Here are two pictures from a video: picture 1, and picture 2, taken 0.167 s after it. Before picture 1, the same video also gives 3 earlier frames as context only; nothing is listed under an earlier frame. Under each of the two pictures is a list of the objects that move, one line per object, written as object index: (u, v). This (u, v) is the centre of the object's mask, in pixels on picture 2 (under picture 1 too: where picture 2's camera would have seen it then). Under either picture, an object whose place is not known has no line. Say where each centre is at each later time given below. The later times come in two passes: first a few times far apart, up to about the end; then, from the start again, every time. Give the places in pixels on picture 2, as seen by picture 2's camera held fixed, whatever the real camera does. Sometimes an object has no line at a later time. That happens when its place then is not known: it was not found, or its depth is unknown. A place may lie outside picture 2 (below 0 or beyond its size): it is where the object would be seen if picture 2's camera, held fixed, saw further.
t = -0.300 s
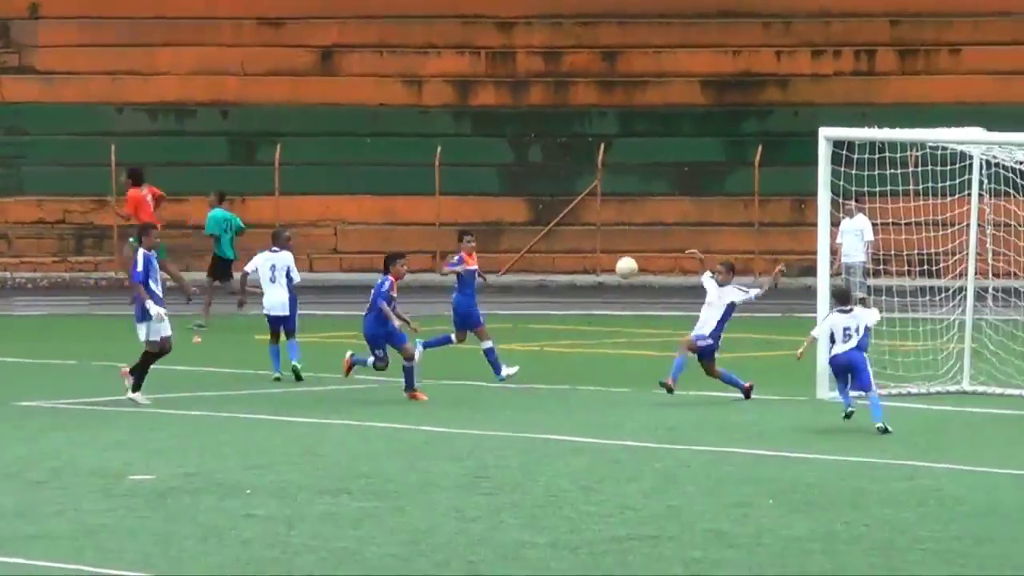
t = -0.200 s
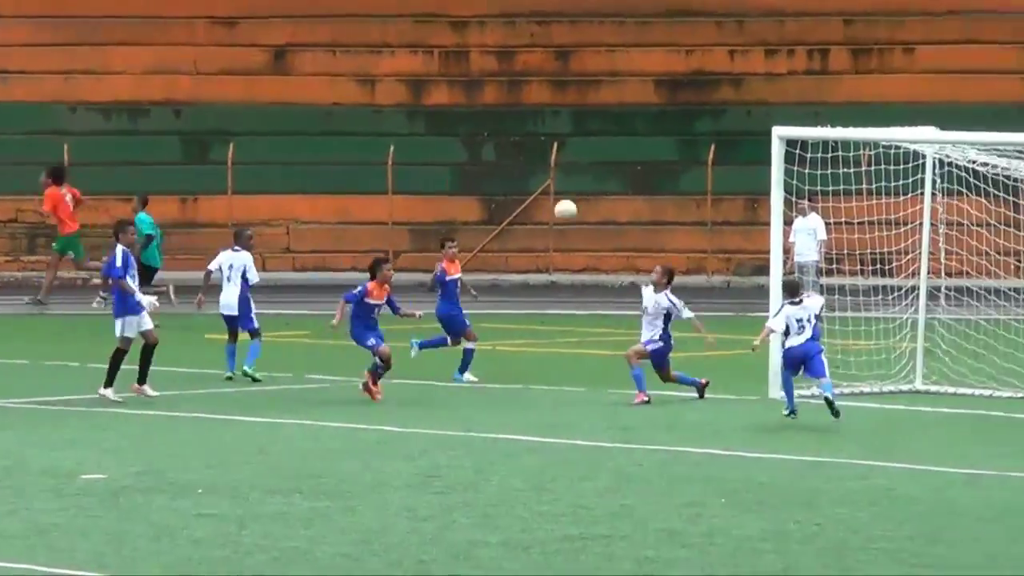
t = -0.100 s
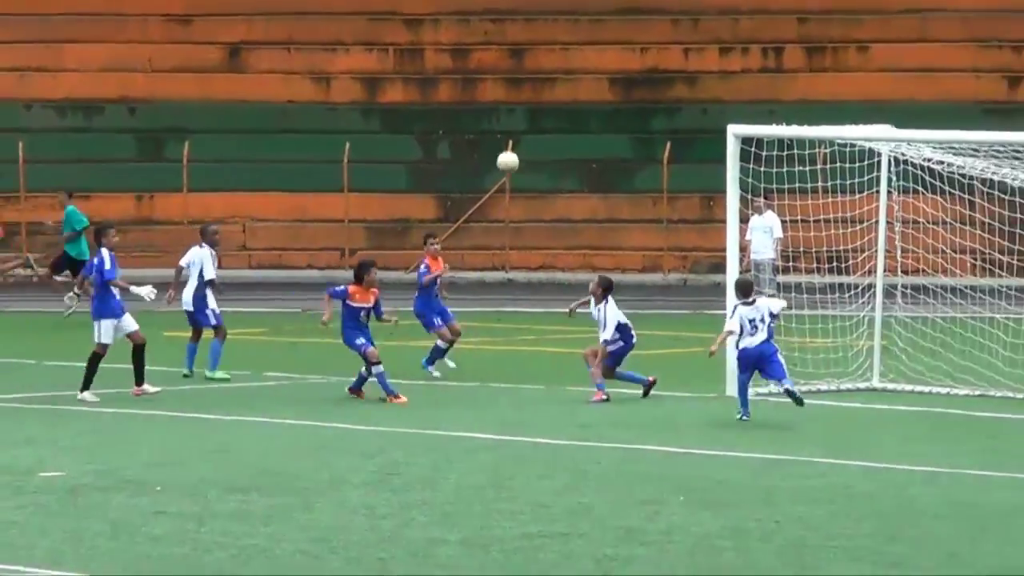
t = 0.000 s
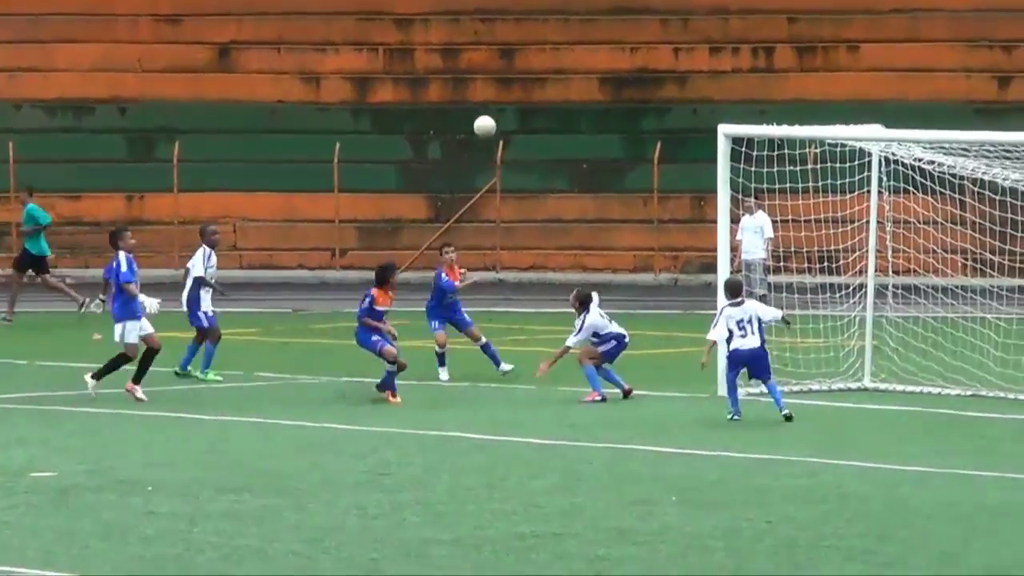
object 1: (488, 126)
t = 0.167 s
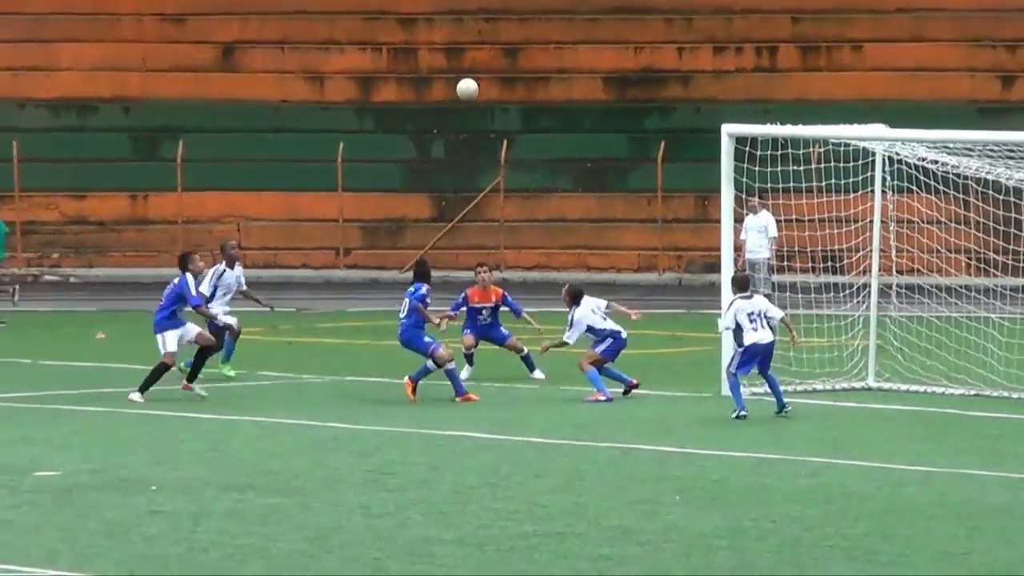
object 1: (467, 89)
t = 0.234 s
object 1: (459, 83)
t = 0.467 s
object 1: (434, 97)
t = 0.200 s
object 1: (463, 85)
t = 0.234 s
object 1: (459, 83)
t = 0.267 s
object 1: (455, 81)
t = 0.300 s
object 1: (451, 79)
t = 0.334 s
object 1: (447, 81)
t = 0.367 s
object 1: (444, 83)
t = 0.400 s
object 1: (441, 87)
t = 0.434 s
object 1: (438, 91)
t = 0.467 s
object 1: (434, 97)
